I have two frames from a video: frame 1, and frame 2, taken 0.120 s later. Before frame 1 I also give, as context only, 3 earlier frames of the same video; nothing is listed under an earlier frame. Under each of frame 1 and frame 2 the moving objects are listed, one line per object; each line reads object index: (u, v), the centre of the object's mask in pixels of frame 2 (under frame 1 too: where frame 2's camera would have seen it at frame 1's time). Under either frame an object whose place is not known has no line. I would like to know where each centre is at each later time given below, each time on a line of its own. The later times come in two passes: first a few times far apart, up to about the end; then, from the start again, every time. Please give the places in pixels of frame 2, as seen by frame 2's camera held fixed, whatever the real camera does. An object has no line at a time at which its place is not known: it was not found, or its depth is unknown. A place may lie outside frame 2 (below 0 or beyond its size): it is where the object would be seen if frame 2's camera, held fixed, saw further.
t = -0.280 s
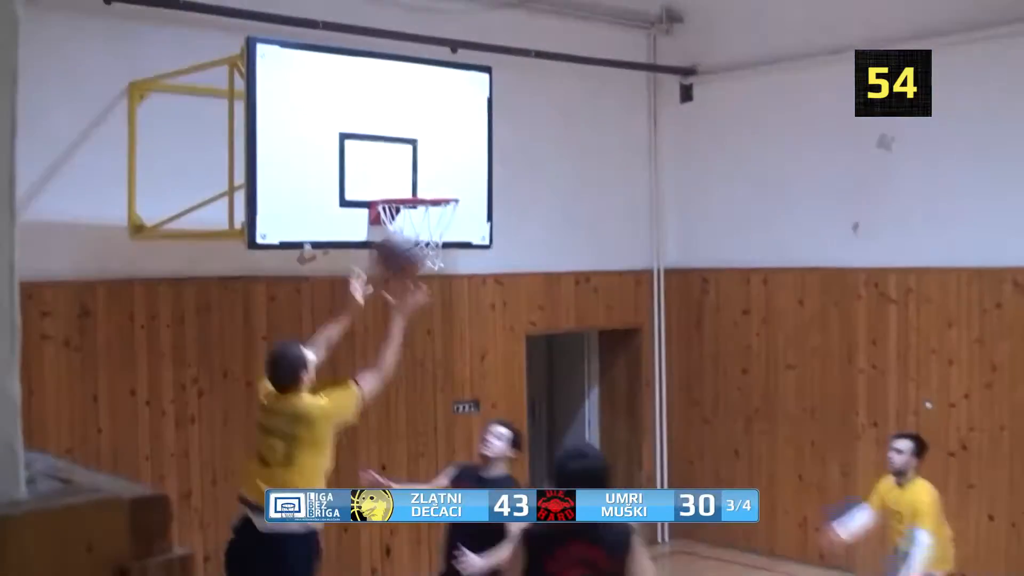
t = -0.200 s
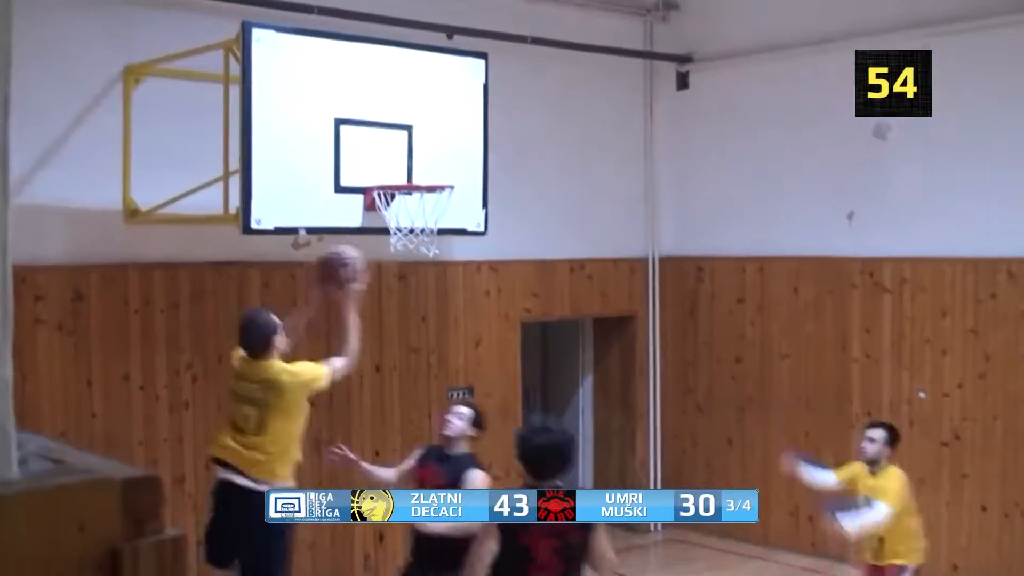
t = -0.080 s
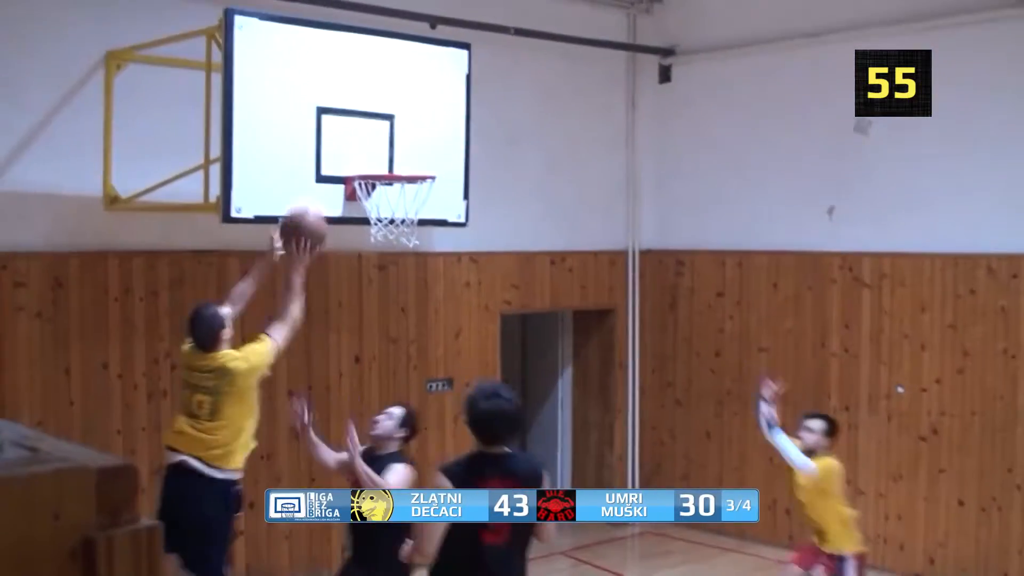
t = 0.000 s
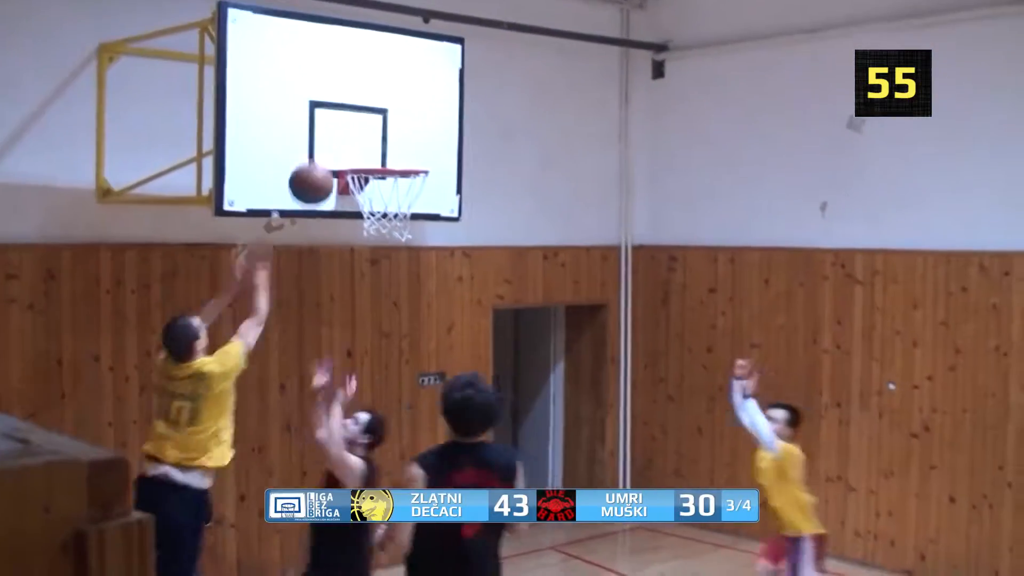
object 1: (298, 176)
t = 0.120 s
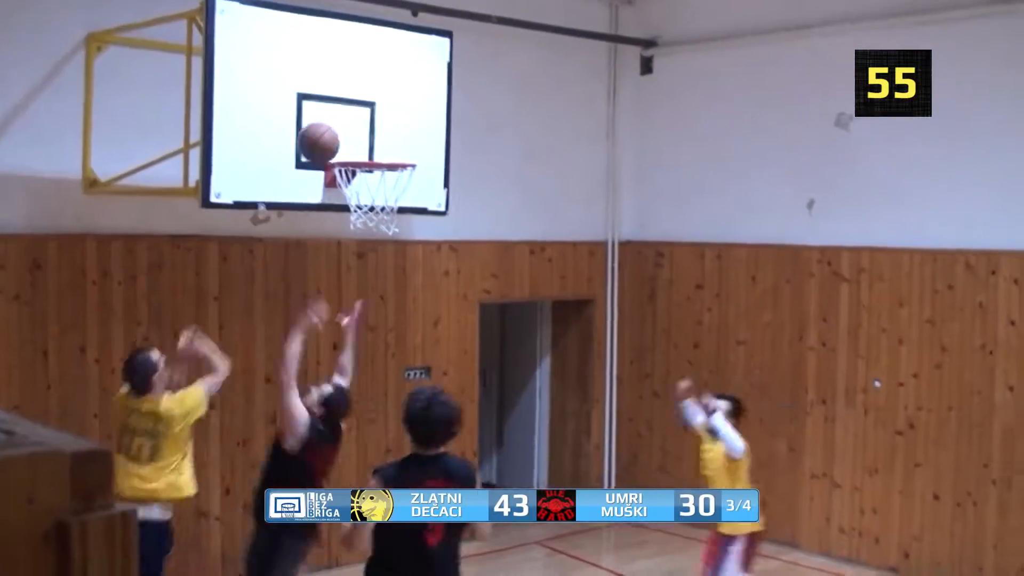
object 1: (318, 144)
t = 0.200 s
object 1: (330, 136)
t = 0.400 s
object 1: (390, 157)
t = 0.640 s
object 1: (375, 172)
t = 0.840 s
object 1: (413, 208)
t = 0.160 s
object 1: (325, 138)
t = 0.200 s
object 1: (330, 136)
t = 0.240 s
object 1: (336, 137)
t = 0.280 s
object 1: (354, 140)
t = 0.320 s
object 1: (369, 145)
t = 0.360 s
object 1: (386, 149)
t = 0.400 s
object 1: (390, 157)
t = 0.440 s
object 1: (386, 161)
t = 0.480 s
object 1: (372, 160)
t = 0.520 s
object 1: (361, 160)
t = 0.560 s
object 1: (357, 165)
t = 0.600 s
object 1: (365, 167)
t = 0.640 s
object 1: (375, 172)
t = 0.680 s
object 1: (385, 180)
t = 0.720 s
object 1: (396, 188)
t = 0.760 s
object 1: (406, 198)
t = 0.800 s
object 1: (411, 205)
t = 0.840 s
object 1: (413, 208)
